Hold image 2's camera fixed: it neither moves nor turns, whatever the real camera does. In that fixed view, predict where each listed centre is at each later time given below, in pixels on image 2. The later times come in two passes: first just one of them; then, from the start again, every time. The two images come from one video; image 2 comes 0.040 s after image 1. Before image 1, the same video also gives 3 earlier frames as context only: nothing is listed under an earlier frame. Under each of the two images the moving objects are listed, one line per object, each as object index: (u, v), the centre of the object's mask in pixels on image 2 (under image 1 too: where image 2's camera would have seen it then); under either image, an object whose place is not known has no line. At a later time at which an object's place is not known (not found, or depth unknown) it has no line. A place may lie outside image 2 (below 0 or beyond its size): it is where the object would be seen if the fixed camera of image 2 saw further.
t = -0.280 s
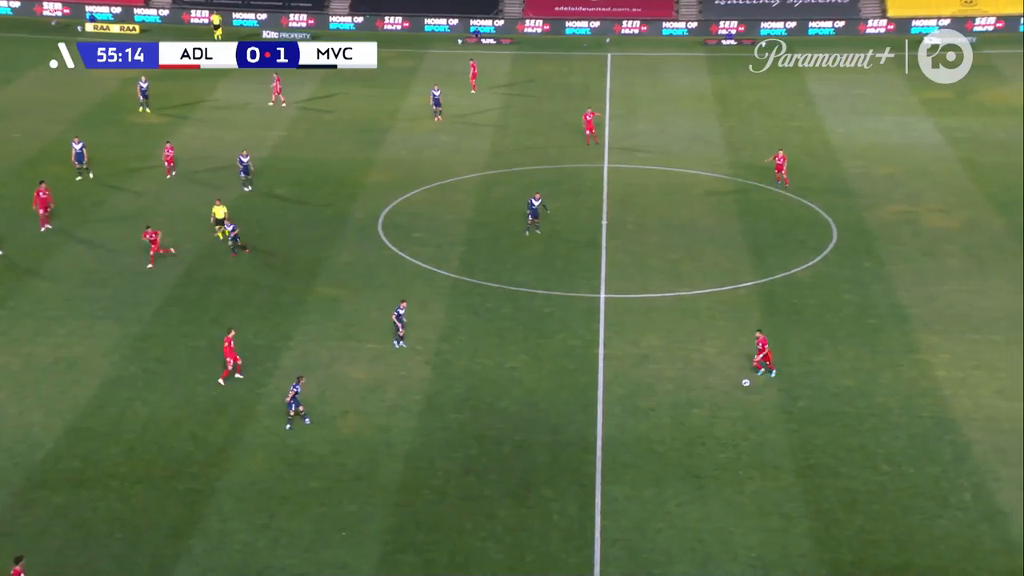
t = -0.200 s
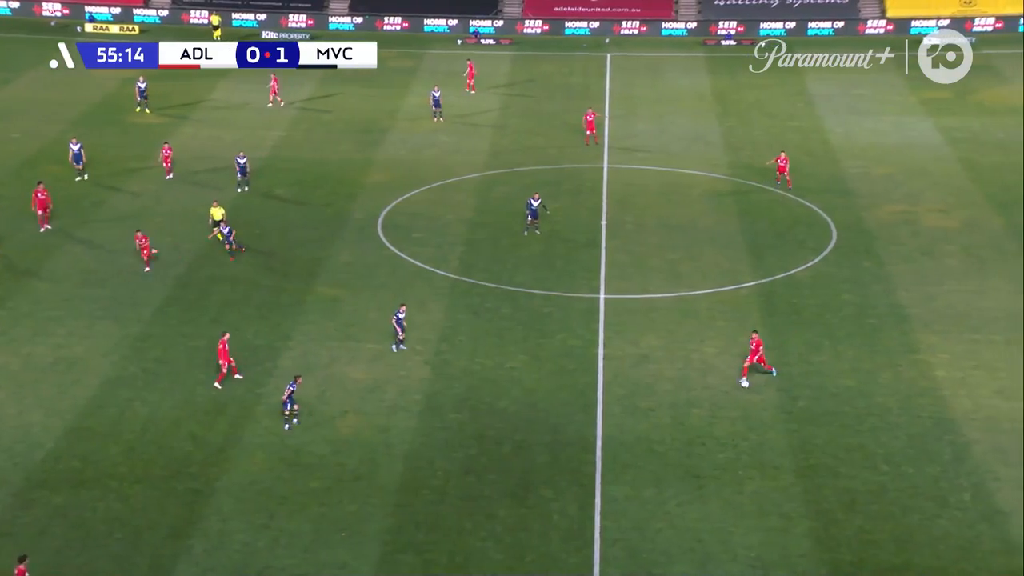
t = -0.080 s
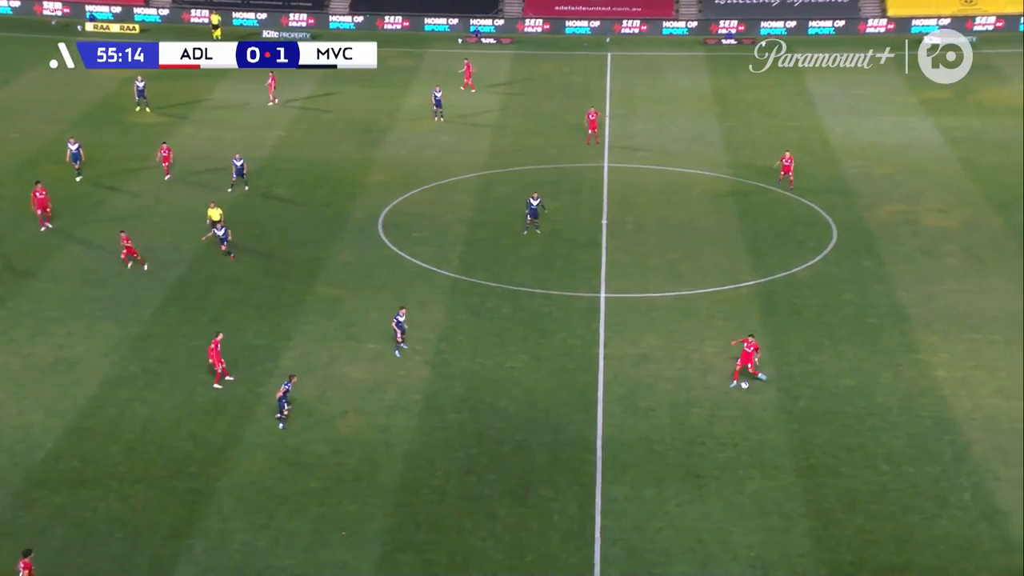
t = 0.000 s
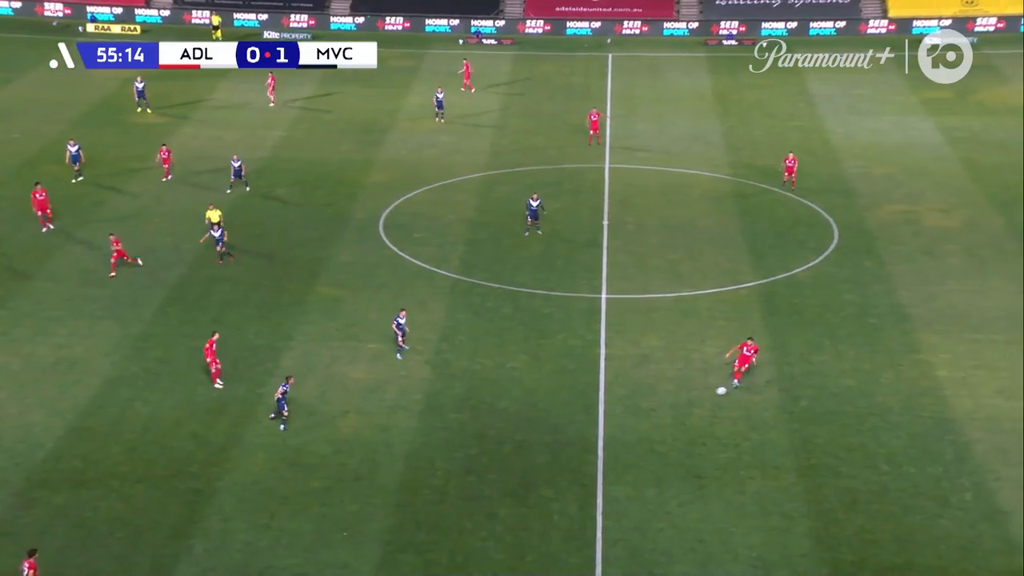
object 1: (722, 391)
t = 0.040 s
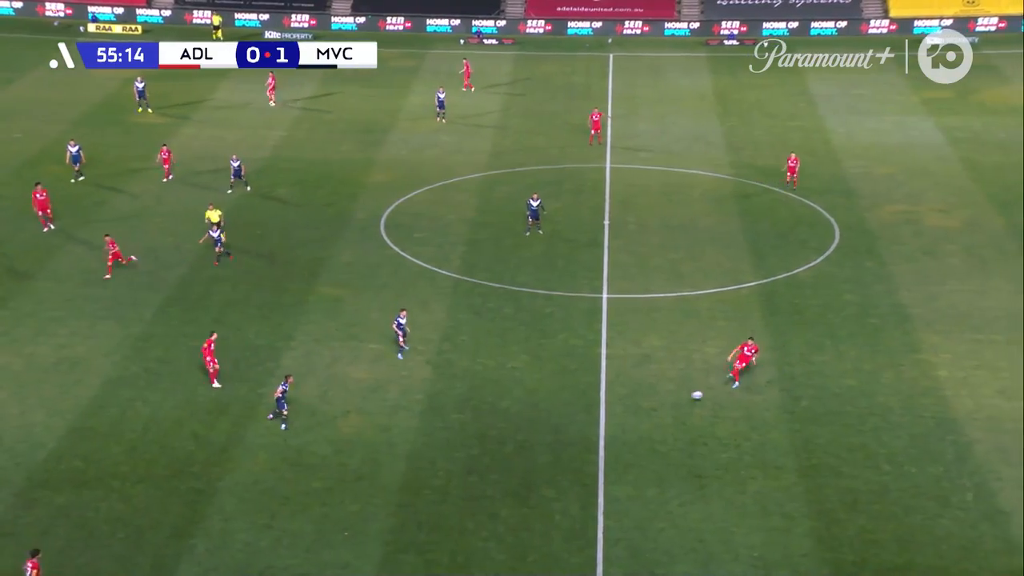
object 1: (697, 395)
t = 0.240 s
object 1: (567, 428)
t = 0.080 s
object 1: (671, 400)
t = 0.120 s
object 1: (646, 405)
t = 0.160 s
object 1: (619, 412)
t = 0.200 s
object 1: (593, 420)
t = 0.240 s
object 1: (567, 428)
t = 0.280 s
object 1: (540, 437)
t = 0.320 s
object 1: (513, 447)
